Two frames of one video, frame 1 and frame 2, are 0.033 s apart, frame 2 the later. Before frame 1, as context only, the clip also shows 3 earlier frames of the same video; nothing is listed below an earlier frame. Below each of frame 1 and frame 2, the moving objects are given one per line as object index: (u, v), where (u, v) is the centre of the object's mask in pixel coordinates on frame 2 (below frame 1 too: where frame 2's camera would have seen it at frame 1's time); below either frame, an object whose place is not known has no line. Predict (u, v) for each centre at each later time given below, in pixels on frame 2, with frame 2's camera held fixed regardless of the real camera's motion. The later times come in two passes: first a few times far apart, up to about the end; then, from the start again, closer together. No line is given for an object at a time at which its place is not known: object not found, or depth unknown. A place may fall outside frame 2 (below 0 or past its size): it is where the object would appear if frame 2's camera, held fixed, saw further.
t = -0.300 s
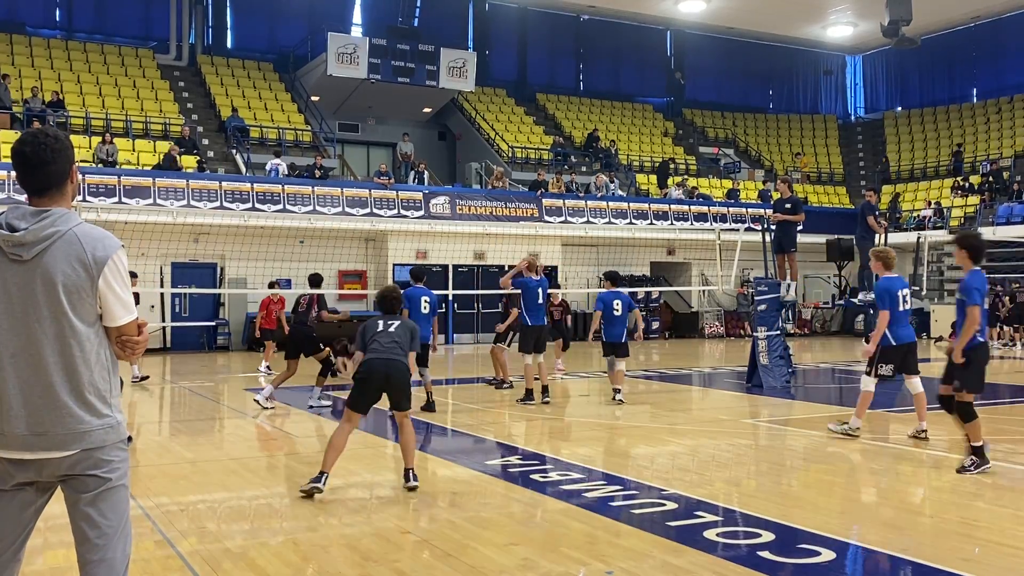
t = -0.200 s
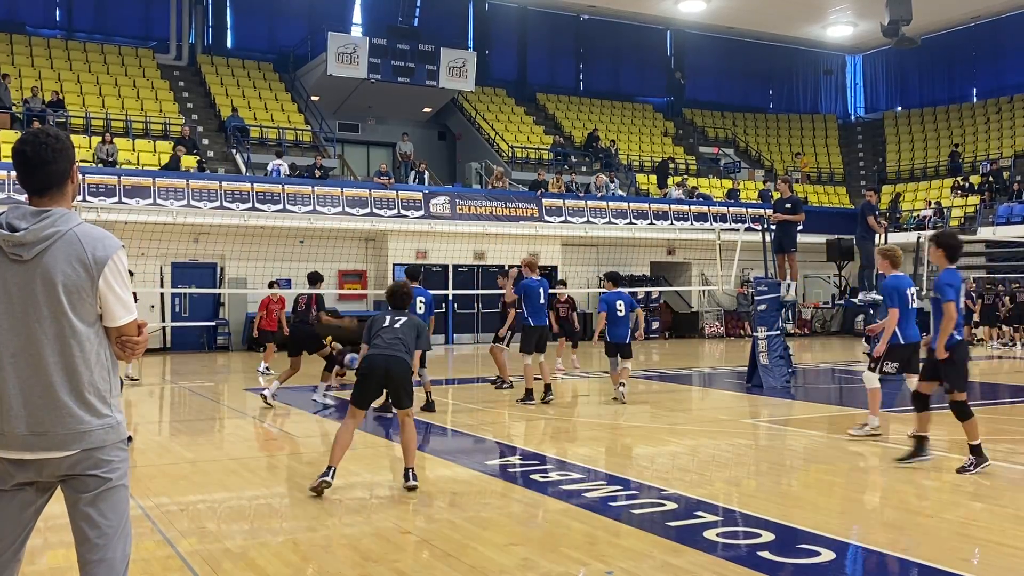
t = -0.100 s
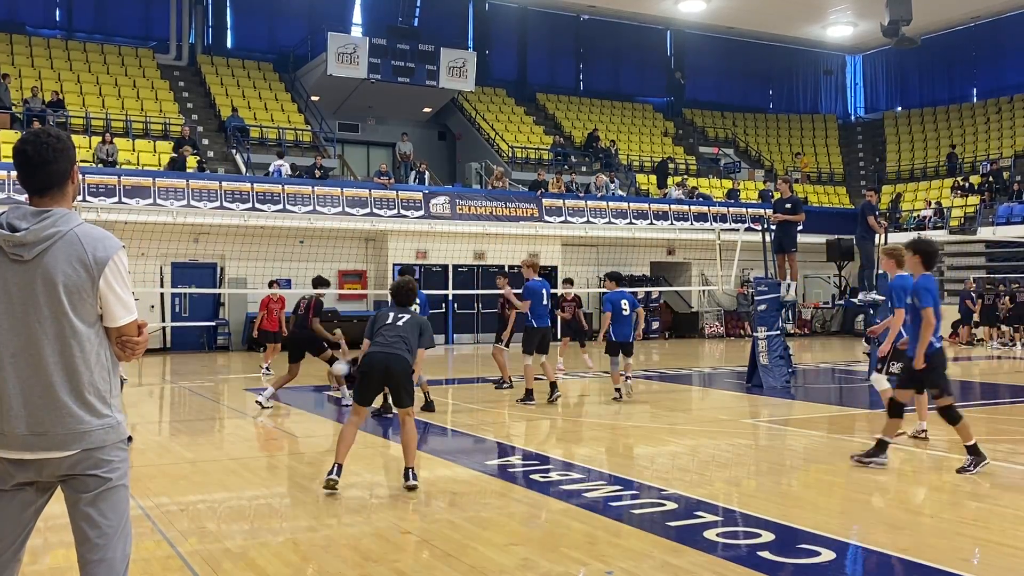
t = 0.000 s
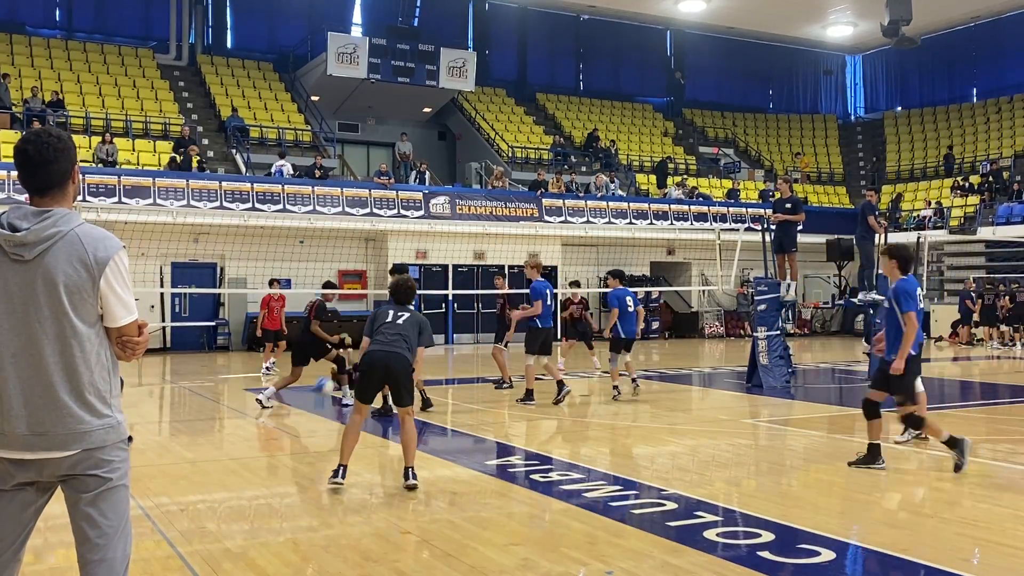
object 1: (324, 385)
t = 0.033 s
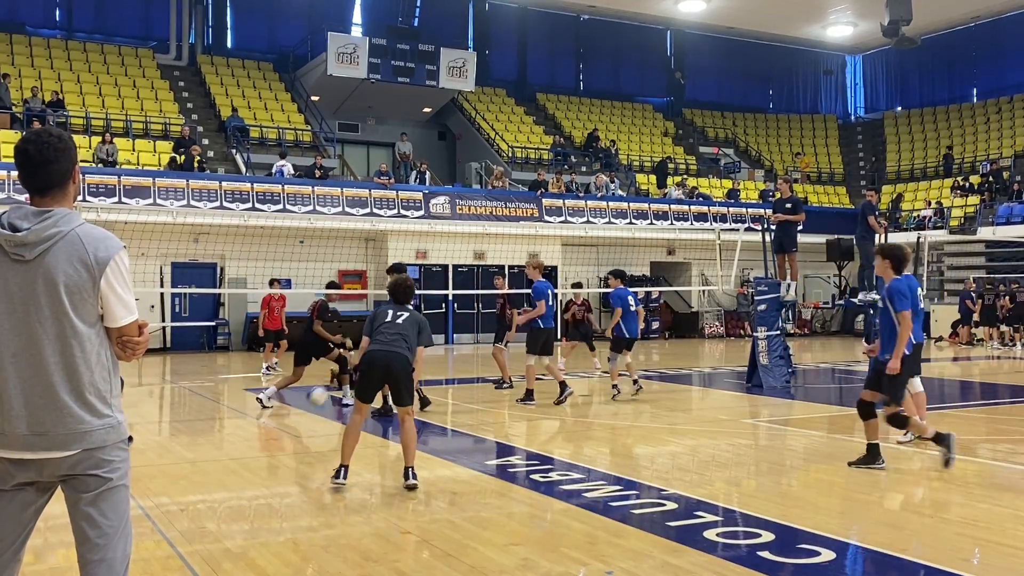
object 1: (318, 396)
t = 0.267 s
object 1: (259, 442)
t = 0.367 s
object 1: (234, 442)
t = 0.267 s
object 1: (259, 442)
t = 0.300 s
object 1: (251, 440)
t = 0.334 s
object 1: (243, 441)
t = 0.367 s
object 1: (234, 442)
